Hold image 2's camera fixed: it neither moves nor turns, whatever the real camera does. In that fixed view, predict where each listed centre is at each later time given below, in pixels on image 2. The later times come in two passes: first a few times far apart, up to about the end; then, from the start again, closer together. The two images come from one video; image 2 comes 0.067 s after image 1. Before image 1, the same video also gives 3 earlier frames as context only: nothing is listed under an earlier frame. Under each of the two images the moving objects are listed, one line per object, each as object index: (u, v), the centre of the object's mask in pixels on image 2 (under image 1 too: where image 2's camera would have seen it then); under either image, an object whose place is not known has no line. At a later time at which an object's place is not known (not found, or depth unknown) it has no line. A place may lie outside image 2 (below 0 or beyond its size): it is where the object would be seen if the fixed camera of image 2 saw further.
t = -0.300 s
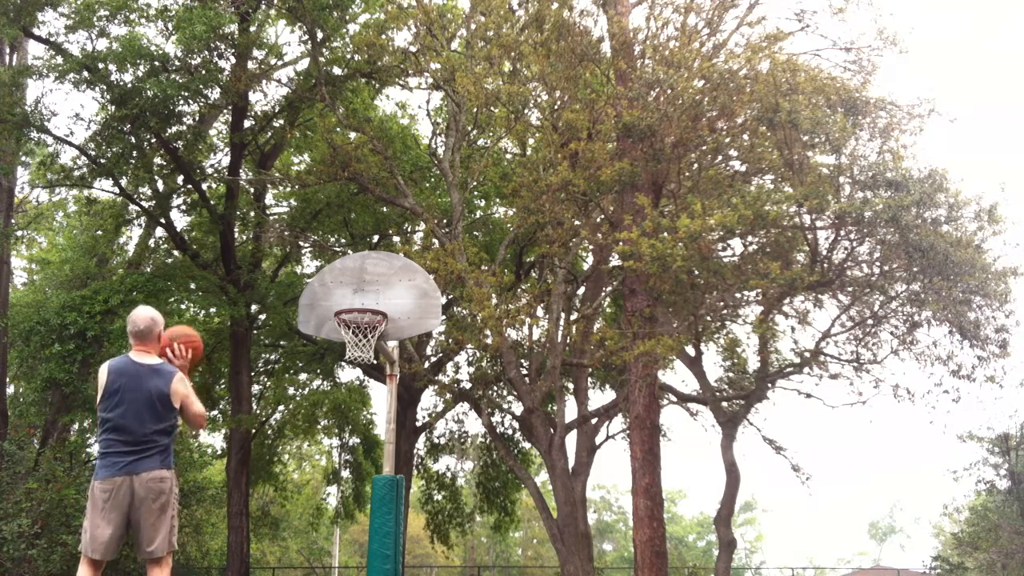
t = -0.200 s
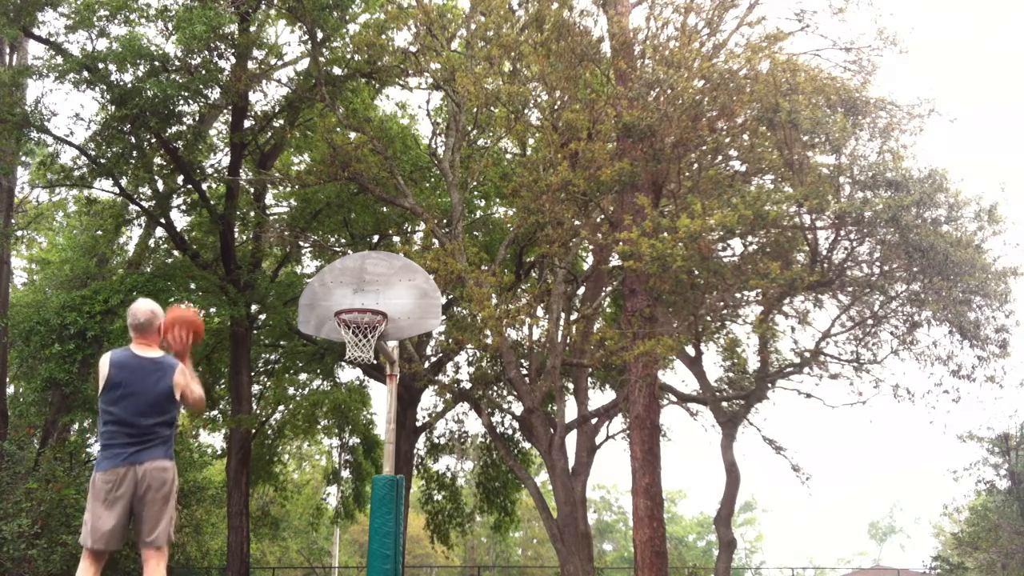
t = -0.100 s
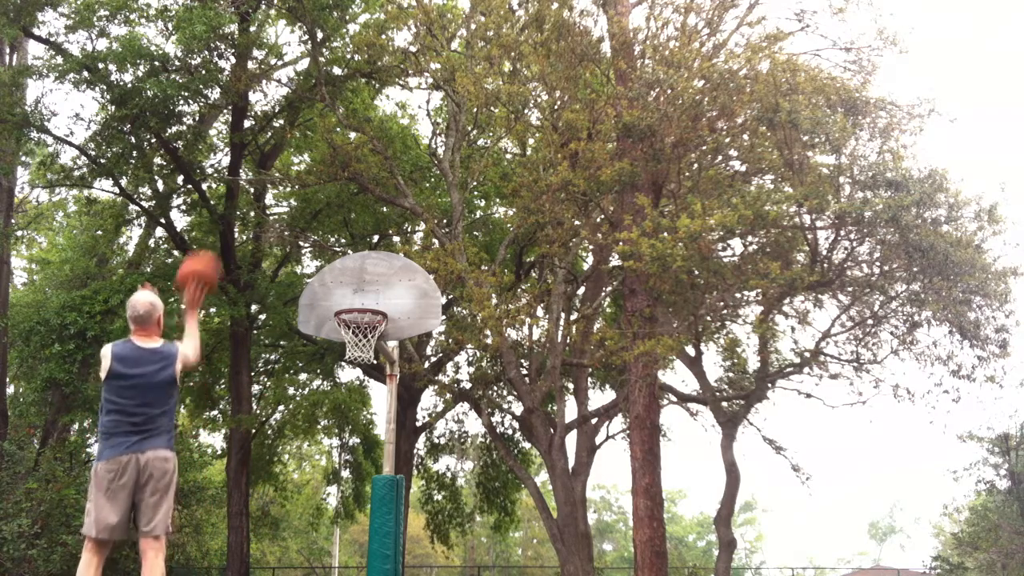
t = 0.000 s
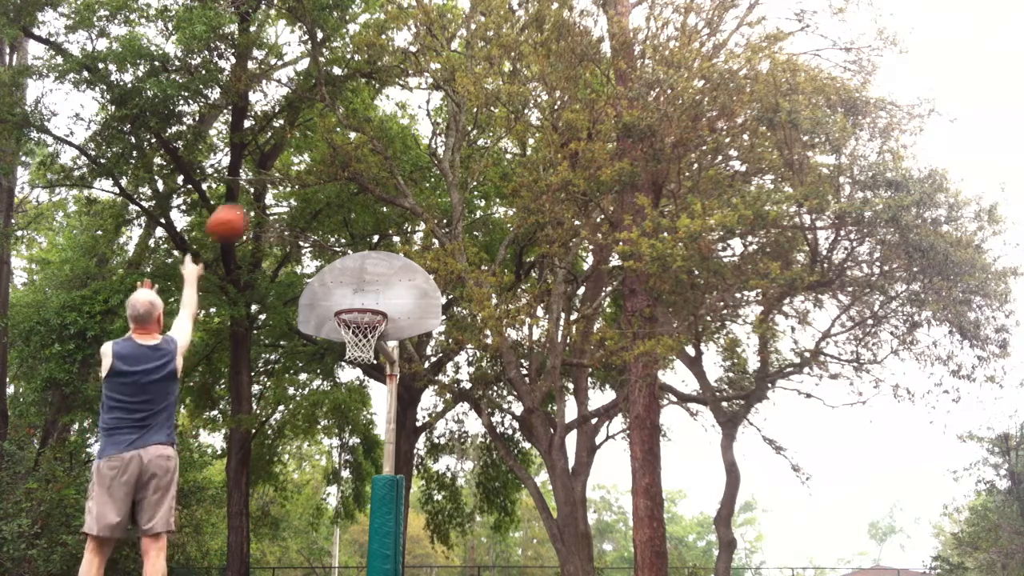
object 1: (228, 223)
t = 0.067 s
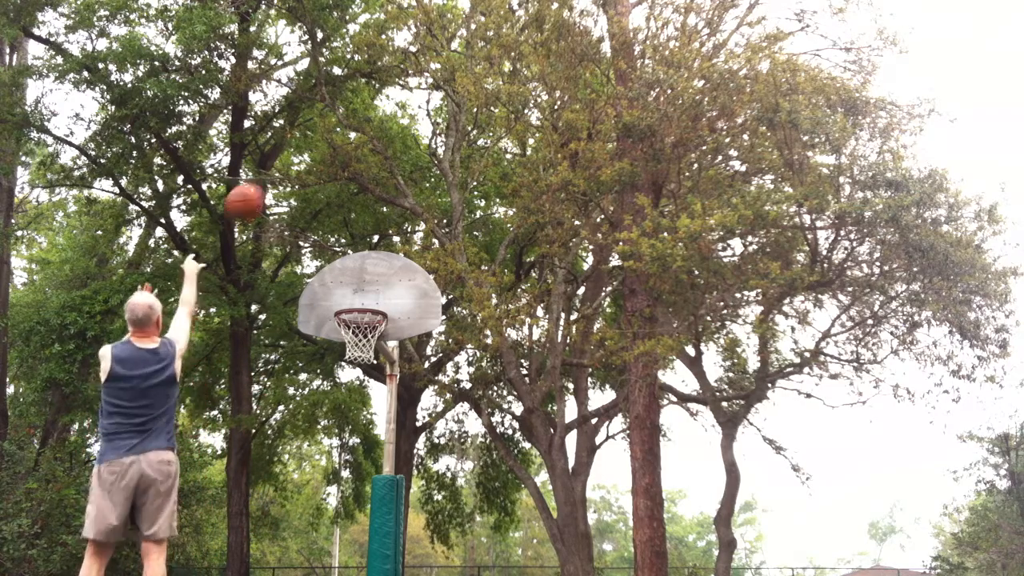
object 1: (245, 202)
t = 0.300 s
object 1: (292, 178)
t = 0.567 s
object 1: (331, 224)
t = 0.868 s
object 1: (362, 299)
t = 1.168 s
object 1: (365, 297)
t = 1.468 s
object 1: (354, 298)
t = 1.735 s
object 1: (370, 305)
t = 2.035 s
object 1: (346, 358)
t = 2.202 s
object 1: (347, 396)
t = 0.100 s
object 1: (252, 193)
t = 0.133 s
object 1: (260, 187)
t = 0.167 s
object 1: (268, 182)
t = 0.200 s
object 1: (275, 179)
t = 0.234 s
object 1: (280, 177)
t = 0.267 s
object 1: (287, 177)
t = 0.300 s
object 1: (292, 178)
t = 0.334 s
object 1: (298, 180)
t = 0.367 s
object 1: (304, 183)
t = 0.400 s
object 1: (309, 188)
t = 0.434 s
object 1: (314, 192)
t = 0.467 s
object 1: (318, 199)
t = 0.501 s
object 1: (322, 207)
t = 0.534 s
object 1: (327, 215)
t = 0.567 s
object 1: (331, 224)
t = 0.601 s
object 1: (335, 234)
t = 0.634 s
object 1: (339, 245)
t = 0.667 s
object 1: (342, 258)
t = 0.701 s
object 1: (346, 272)
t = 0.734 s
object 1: (348, 283)
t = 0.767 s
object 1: (352, 297)
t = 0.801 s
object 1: (355, 297)
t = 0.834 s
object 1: (359, 298)
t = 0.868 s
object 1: (362, 299)
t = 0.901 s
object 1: (365, 300)
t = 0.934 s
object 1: (369, 302)
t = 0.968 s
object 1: (369, 302)
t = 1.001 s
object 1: (369, 300)
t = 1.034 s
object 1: (368, 298)
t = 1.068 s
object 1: (367, 296)
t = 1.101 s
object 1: (367, 296)
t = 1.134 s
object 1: (367, 296)
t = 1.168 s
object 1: (365, 297)
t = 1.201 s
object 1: (364, 298)
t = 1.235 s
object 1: (363, 296)
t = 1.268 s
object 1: (362, 294)
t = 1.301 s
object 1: (361, 293)
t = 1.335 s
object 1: (359, 292)
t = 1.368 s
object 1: (358, 293)
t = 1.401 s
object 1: (357, 294)
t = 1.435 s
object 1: (355, 297)
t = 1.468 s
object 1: (354, 298)
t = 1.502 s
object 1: (352, 302)
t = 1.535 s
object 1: (352, 303)
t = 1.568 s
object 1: (354, 302)
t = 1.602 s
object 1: (358, 302)
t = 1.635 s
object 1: (361, 301)
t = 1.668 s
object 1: (365, 302)
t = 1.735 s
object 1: (370, 305)
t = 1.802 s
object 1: (358, 318)
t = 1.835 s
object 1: (356, 322)
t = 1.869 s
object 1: (354, 325)
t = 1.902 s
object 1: (348, 332)
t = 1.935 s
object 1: (347, 338)
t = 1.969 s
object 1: (346, 347)
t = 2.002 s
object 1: (347, 349)
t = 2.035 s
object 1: (346, 358)
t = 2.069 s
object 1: (347, 361)
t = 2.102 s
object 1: (348, 368)
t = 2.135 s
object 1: (347, 378)
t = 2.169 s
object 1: (348, 388)
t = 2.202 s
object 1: (347, 396)
